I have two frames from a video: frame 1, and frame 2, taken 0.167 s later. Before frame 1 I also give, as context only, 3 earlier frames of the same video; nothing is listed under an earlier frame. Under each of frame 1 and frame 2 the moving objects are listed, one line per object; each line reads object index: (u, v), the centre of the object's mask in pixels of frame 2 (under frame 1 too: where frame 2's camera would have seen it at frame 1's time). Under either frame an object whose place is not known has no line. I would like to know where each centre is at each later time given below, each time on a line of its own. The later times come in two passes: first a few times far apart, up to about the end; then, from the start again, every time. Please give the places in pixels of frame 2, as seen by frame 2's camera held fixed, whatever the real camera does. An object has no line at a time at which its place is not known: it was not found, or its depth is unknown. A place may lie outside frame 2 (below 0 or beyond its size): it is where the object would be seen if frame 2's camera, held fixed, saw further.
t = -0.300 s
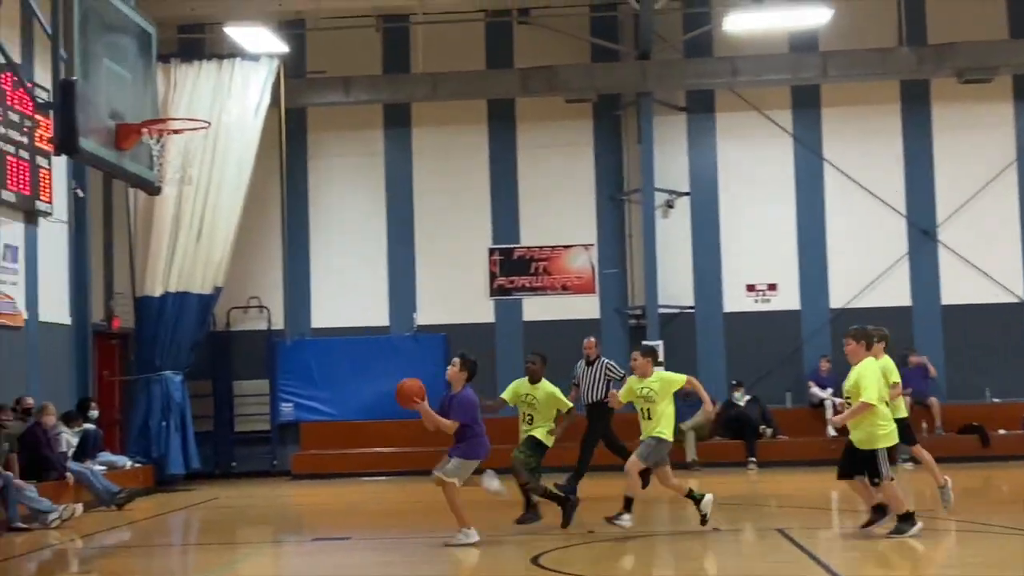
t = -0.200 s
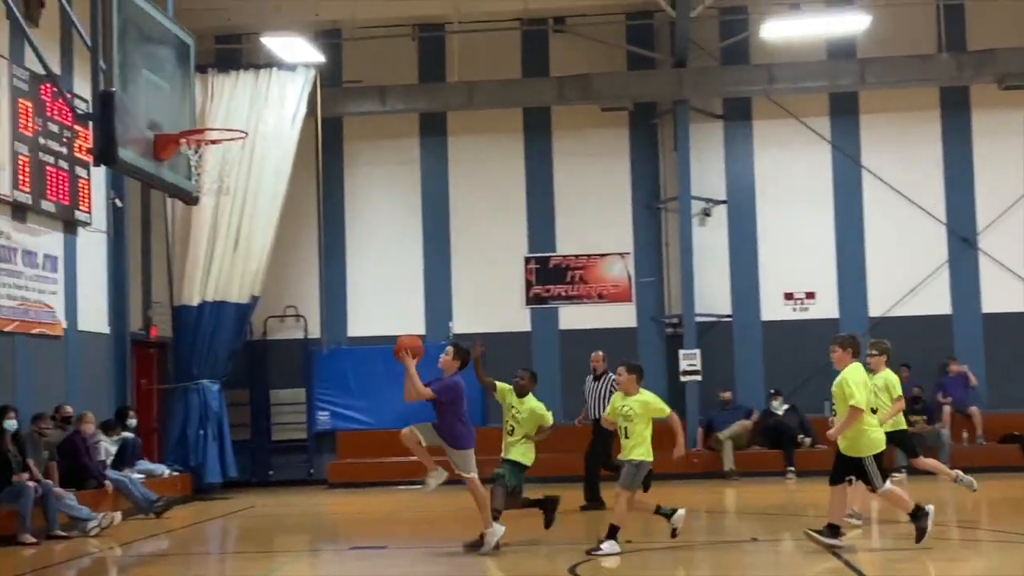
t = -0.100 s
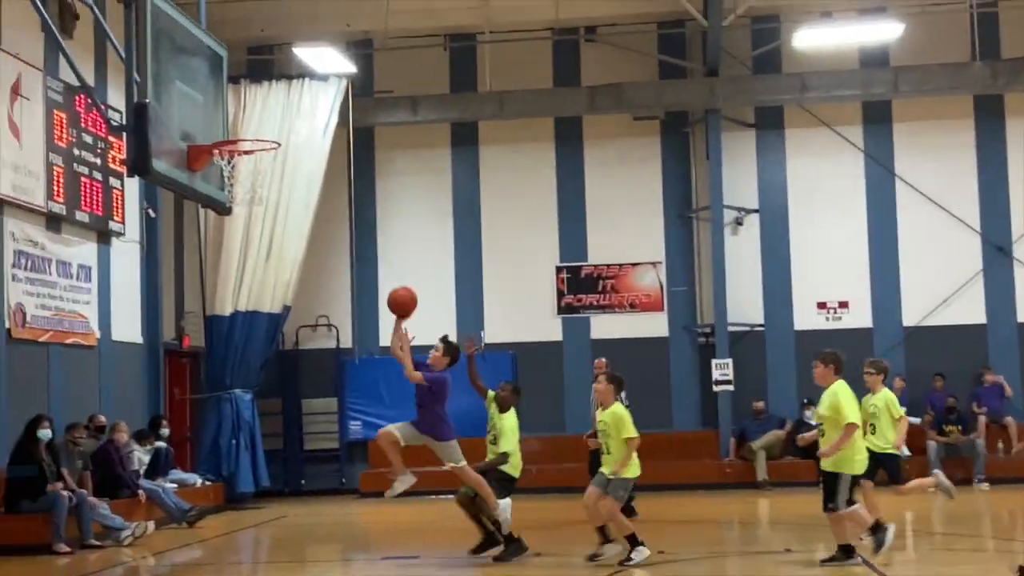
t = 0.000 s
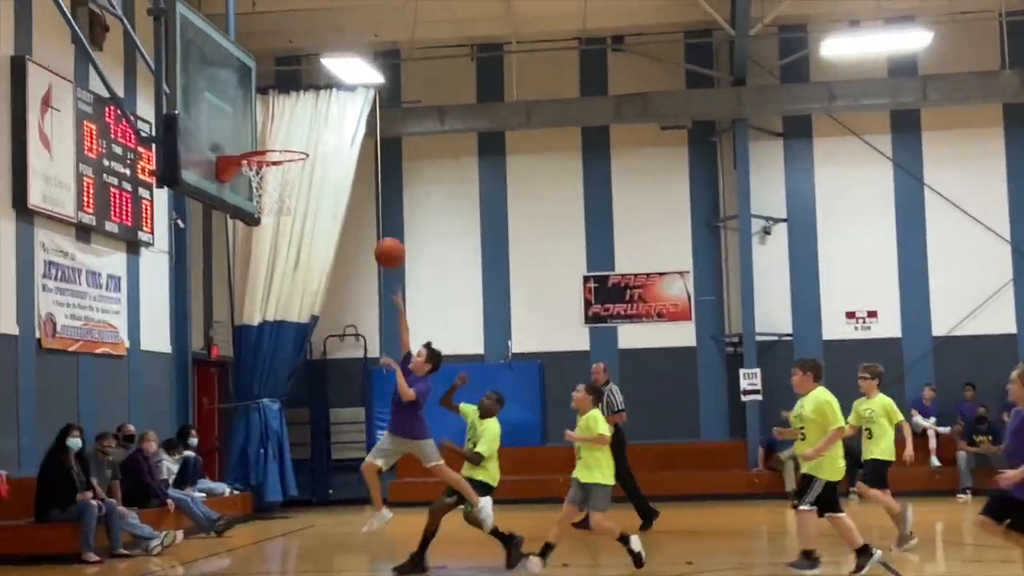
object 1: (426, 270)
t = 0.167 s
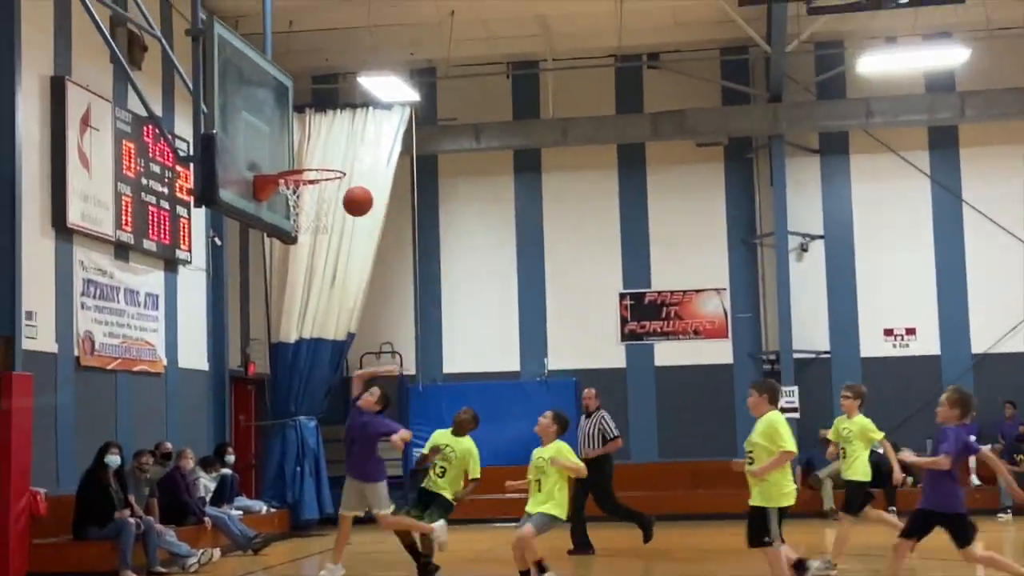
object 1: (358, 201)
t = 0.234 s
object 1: (331, 184)
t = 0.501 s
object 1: (315, 160)
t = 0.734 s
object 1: (323, 173)
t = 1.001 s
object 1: (292, 229)
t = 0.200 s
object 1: (345, 192)
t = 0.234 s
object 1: (331, 184)
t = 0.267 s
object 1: (318, 176)
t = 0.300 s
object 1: (306, 167)
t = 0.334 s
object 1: (288, 162)
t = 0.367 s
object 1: (284, 161)
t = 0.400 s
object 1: (293, 161)
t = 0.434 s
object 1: (300, 158)
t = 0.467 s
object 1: (308, 160)
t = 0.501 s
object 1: (315, 160)
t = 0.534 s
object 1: (322, 163)
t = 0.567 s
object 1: (329, 166)
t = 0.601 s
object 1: (329, 165)
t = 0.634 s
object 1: (327, 165)
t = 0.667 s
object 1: (326, 166)
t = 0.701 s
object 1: (324, 169)
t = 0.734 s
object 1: (323, 173)
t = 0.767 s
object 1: (319, 175)
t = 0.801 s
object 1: (315, 179)
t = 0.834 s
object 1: (311, 185)
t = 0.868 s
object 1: (305, 190)
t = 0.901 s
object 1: (302, 198)
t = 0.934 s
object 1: (299, 208)
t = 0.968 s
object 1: (295, 217)
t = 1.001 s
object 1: (292, 229)
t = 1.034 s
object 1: (288, 243)
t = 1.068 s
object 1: (285, 257)
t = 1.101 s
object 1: (282, 273)
